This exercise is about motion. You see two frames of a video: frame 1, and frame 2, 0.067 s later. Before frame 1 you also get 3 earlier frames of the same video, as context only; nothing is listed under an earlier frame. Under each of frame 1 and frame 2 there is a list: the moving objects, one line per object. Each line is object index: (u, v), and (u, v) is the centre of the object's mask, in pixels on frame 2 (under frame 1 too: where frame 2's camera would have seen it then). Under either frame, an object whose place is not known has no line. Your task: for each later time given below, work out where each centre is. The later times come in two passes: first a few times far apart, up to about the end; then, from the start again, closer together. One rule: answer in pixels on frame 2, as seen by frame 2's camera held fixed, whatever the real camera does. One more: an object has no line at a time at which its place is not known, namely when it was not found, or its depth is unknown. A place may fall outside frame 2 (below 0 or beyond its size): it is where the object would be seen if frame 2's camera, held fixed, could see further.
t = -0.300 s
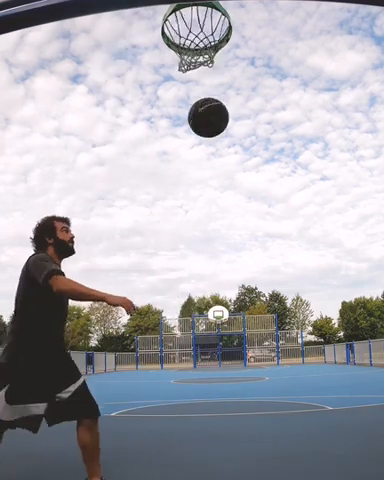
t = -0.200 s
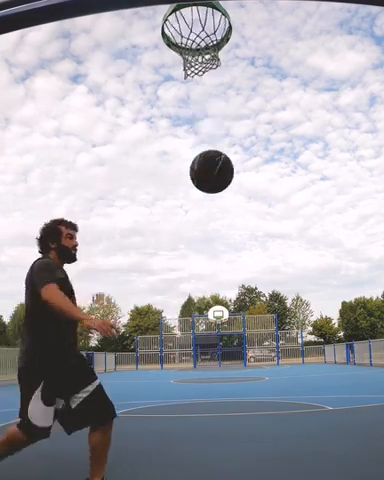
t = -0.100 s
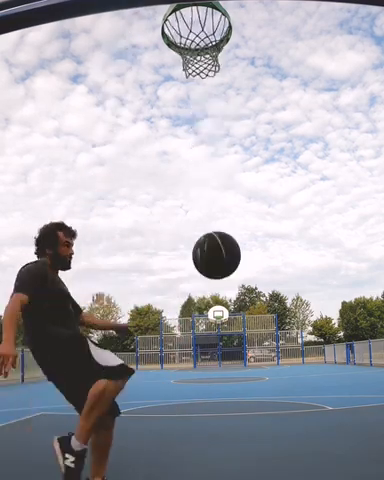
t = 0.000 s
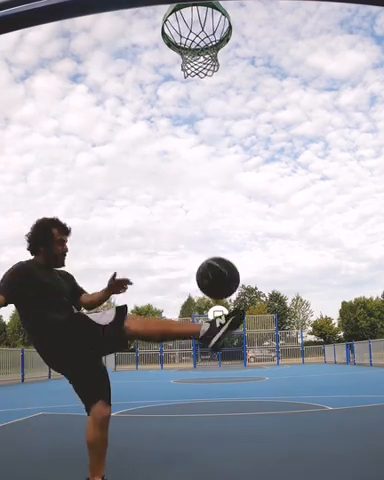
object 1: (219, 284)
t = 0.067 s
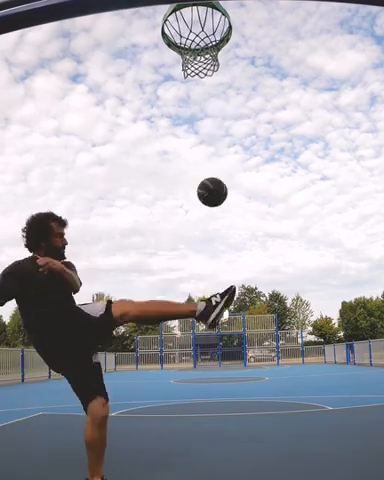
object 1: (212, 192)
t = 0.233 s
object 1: (209, 126)
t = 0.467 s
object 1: (209, 110)
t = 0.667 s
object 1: (209, 119)
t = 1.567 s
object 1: (216, 228)
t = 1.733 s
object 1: (217, 256)
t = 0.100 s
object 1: (211, 173)
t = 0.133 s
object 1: (209, 159)
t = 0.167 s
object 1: (210, 139)
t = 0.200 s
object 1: (210, 132)
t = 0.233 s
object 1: (209, 126)
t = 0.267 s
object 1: (209, 118)
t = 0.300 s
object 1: (209, 118)
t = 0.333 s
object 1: (209, 115)
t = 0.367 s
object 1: (209, 112)
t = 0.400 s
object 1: (209, 109)
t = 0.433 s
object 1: (209, 111)
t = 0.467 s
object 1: (209, 110)
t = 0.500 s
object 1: (209, 112)
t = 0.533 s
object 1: (209, 113)
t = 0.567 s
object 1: (209, 114)
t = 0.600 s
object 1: (209, 115)
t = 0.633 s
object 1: (209, 117)
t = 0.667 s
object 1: (209, 119)
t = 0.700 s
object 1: (210, 121)
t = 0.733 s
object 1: (209, 126)
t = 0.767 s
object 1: (210, 129)
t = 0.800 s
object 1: (210, 131)
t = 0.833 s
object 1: (210, 134)
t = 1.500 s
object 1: (215, 218)
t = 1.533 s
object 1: (216, 223)
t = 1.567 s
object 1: (216, 228)
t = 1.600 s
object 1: (216, 234)
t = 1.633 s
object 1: (217, 240)
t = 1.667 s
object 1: (217, 245)
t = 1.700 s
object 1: (217, 251)
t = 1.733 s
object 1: (217, 256)
